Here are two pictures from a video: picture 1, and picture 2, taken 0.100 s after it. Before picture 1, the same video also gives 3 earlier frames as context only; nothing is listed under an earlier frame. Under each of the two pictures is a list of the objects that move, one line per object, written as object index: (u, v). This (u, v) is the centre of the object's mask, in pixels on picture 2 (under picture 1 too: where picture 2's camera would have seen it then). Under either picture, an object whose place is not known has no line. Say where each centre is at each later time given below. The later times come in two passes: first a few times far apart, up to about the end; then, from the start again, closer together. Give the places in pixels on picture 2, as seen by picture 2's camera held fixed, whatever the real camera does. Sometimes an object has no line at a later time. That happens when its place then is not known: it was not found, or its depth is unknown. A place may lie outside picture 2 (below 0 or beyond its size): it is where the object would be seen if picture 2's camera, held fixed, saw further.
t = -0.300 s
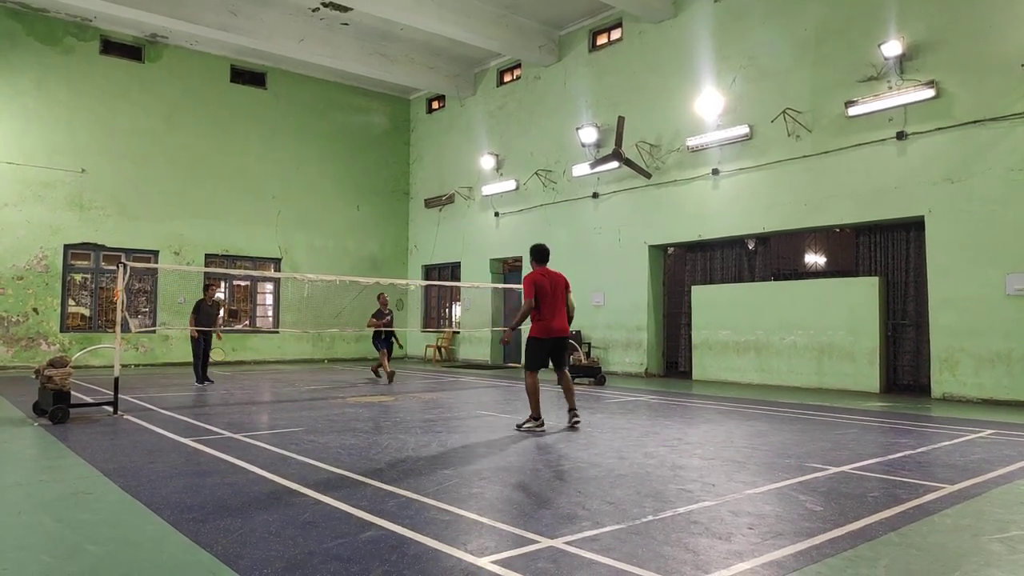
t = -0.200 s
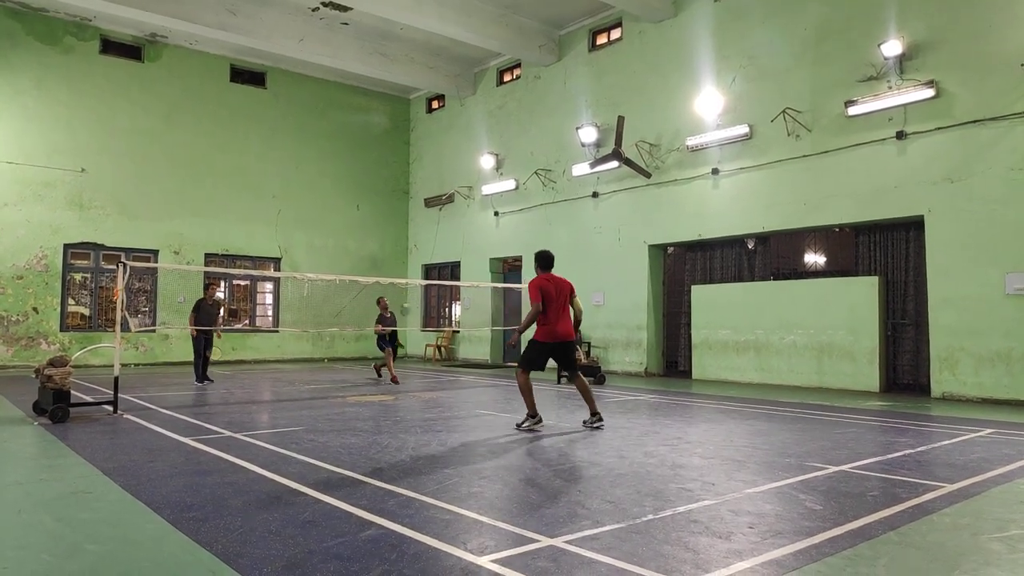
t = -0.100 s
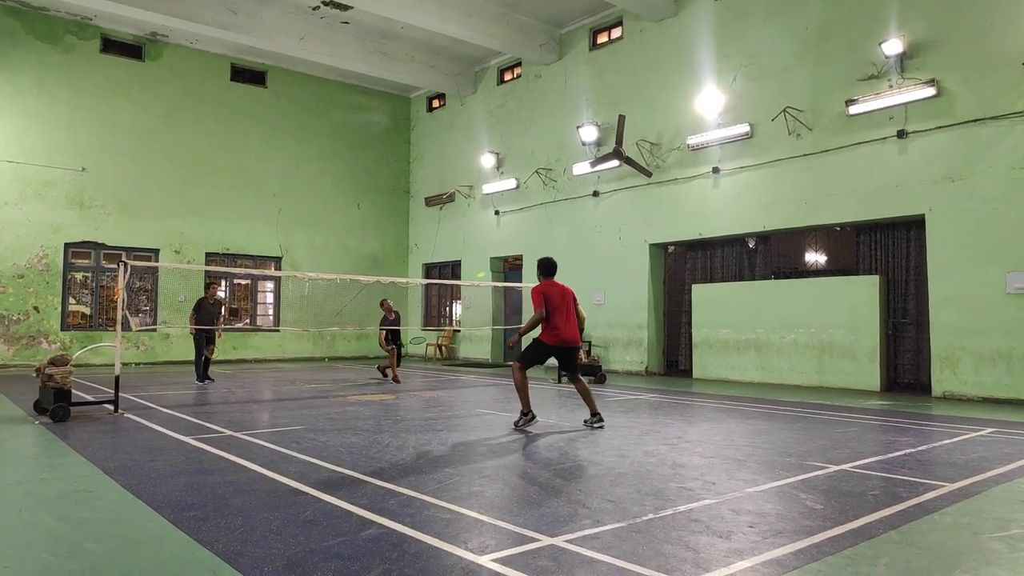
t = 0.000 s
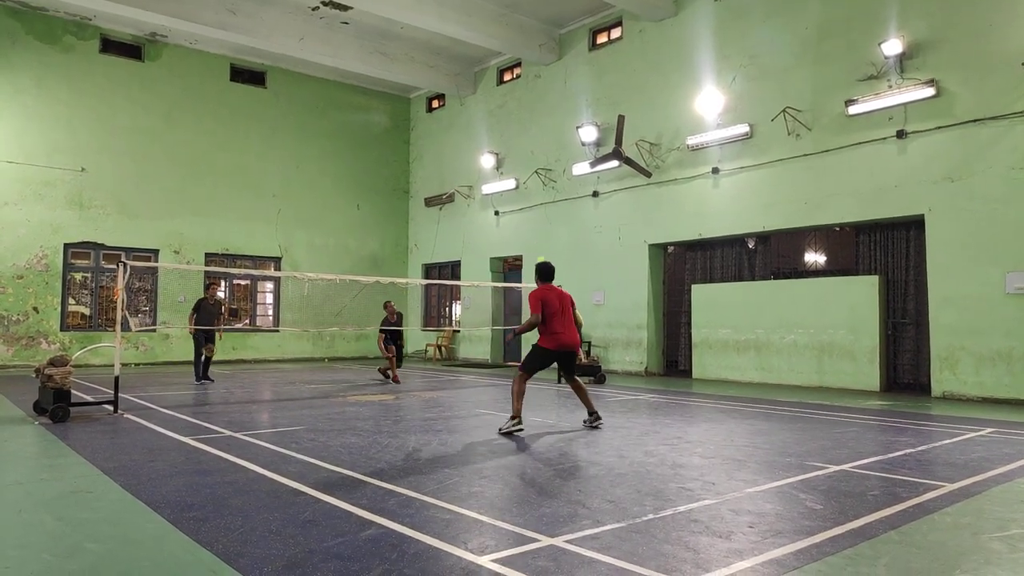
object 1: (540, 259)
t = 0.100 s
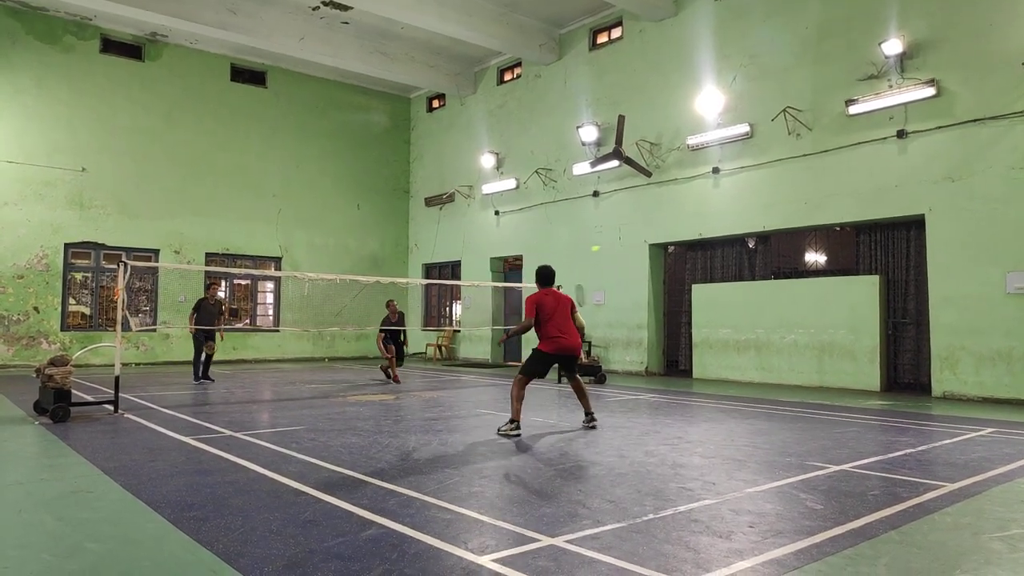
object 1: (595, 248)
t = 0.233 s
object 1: (662, 247)
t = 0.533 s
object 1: (798, 299)
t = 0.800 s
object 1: (903, 413)
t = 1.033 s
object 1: (933, 406)
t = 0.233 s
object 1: (662, 247)
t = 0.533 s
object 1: (798, 299)
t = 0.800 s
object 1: (903, 413)
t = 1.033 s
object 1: (933, 406)
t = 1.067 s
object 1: (938, 404)
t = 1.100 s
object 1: (941, 403)
